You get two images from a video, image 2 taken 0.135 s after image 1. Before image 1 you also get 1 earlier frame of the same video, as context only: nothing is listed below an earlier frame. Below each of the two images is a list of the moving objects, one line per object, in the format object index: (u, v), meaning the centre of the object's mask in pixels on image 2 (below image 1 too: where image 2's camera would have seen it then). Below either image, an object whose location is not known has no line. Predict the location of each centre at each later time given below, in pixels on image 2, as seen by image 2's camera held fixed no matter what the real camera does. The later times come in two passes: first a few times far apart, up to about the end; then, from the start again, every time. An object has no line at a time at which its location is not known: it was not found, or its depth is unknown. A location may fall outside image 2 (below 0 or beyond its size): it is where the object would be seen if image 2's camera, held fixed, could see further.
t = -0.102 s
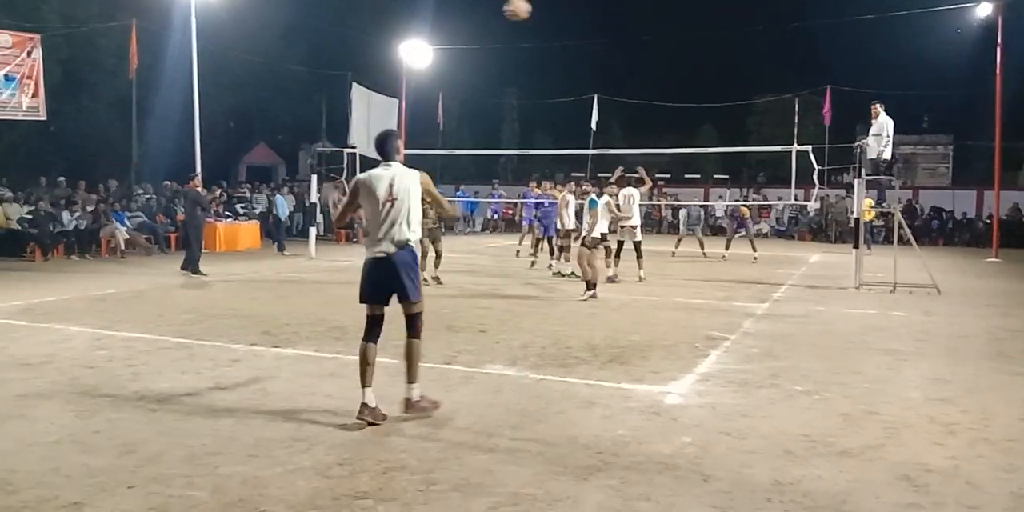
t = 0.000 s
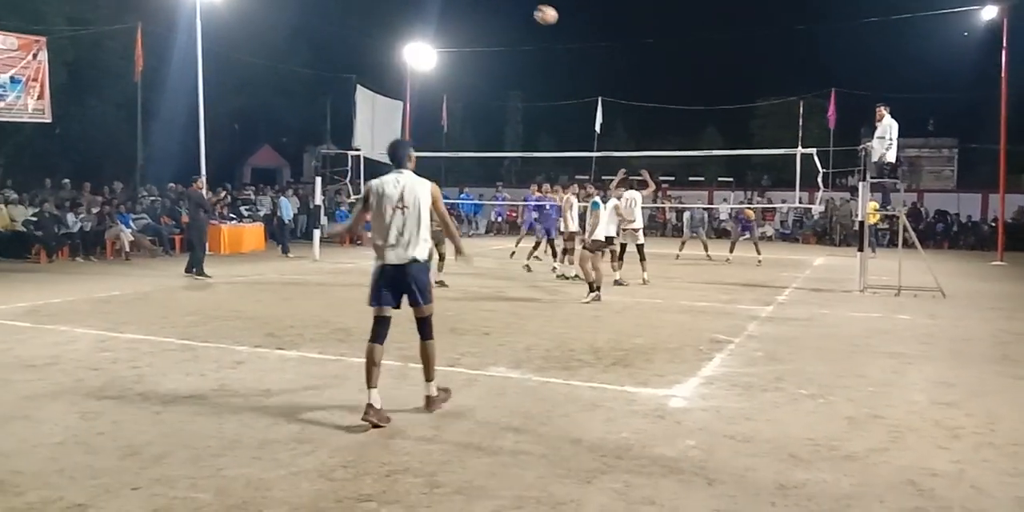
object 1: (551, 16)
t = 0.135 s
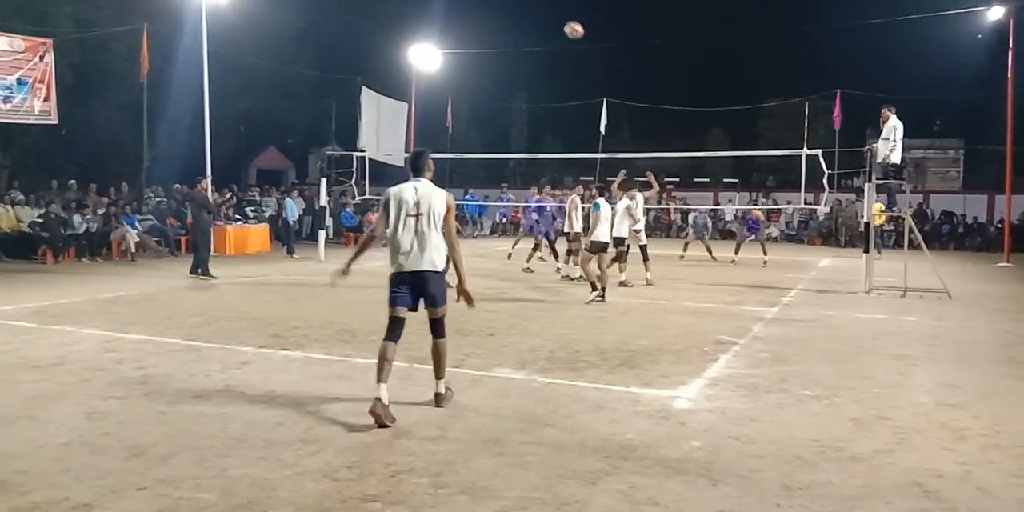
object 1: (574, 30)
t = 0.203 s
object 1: (583, 40)
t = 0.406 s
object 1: (603, 78)
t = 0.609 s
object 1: (617, 124)
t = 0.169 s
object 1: (578, 35)
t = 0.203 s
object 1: (583, 40)
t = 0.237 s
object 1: (587, 46)
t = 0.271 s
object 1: (591, 52)
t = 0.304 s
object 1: (594, 58)
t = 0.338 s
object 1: (598, 64)
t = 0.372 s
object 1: (601, 71)
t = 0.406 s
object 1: (603, 78)
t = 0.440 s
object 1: (606, 85)
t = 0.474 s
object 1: (609, 92)
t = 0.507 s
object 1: (611, 100)
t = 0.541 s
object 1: (613, 108)
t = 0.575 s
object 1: (615, 116)
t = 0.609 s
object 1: (617, 124)
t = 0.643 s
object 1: (619, 132)
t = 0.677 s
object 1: (622, 141)
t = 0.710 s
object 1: (623, 147)
